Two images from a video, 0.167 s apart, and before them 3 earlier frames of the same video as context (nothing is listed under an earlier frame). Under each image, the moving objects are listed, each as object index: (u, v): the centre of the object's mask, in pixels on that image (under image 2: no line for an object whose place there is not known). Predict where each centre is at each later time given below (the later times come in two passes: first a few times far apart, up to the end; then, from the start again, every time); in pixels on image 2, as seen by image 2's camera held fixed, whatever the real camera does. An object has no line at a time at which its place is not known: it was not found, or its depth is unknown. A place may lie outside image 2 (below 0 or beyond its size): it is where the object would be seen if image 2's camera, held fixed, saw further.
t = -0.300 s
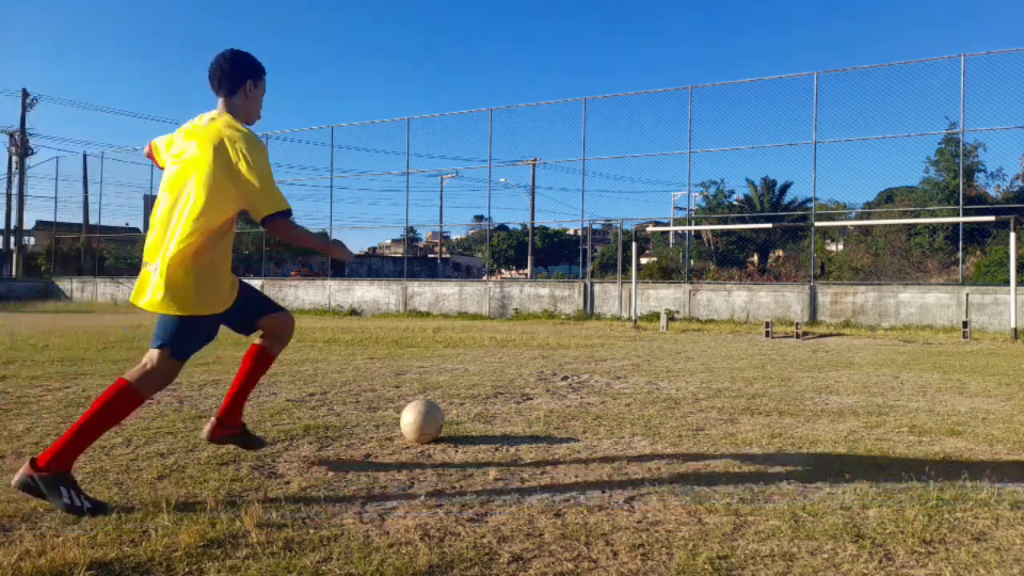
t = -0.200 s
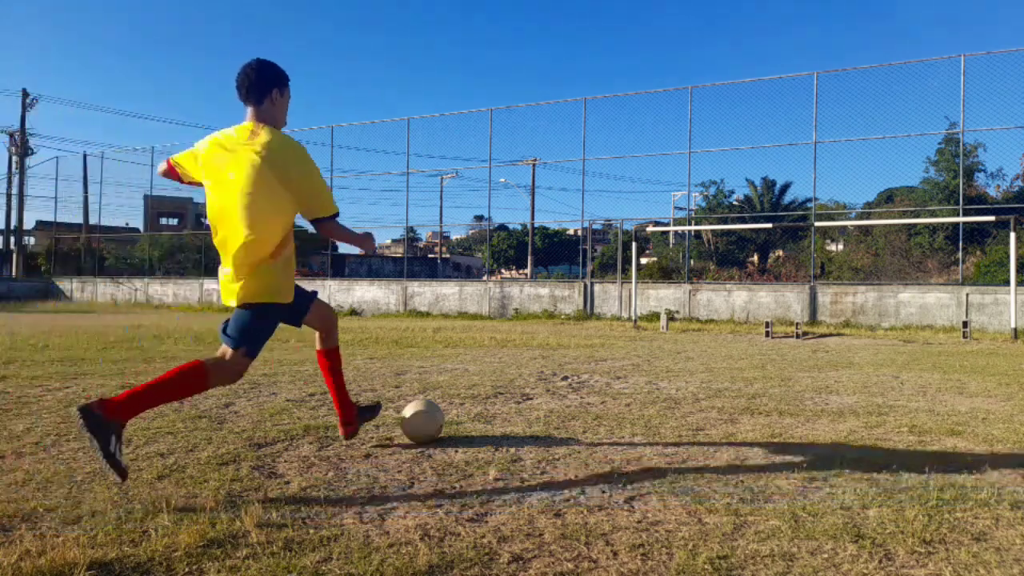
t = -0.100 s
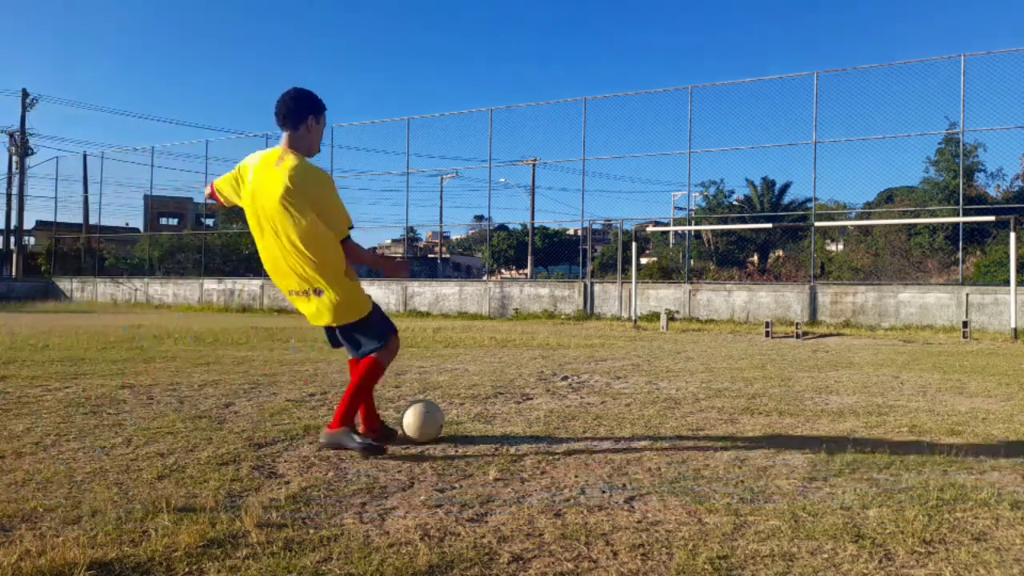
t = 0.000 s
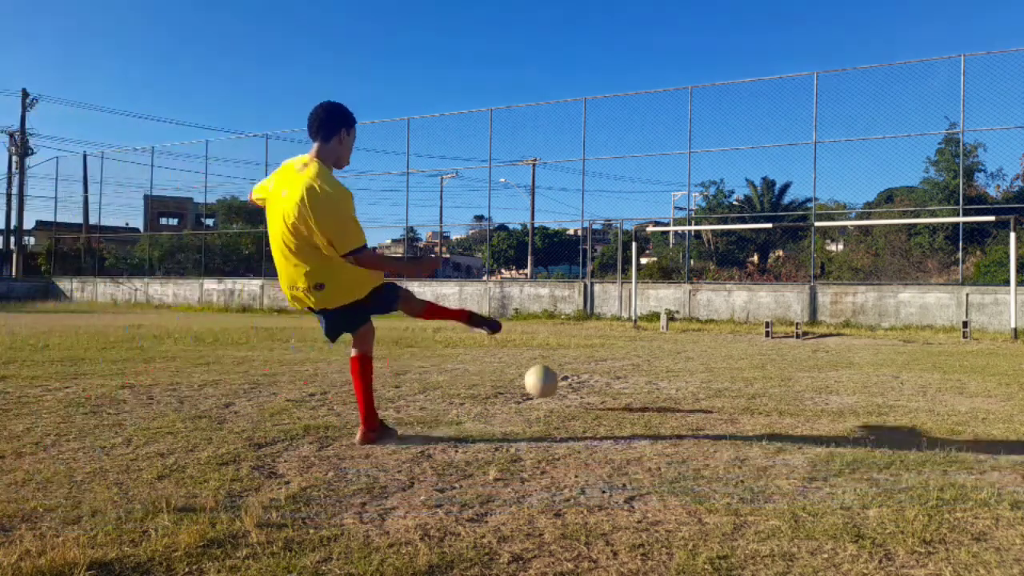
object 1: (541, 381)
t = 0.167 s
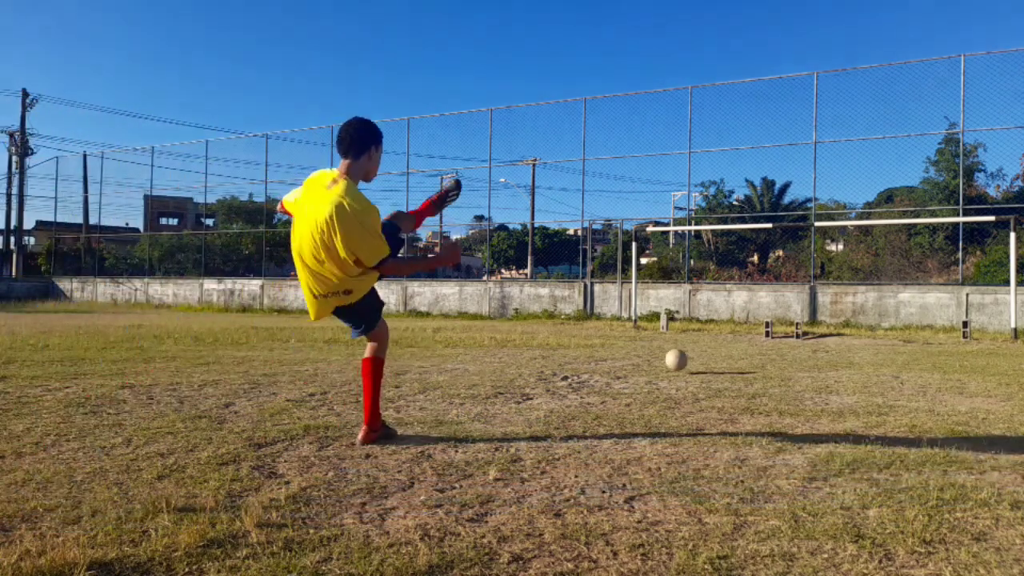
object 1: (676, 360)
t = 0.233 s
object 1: (702, 353)
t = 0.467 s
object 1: (753, 340)
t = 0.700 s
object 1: (774, 324)
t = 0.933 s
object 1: (788, 322)
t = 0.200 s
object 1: (691, 359)
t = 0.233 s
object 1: (702, 353)
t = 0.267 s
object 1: (713, 348)
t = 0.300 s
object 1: (722, 344)
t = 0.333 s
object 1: (730, 342)
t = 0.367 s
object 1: (737, 342)
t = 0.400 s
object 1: (743, 342)
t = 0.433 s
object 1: (749, 344)
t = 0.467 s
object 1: (753, 340)
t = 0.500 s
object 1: (757, 335)
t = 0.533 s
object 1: (759, 331)
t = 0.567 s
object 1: (762, 327)
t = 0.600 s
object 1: (767, 325)
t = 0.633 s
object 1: (770, 324)
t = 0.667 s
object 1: (772, 323)
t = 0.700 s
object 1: (774, 324)
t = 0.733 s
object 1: (776, 324)
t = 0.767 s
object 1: (778, 326)
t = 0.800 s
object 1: (780, 328)
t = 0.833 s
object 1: (783, 330)
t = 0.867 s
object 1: (785, 334)
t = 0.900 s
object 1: (788, 328)
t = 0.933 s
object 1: (788, 322)
